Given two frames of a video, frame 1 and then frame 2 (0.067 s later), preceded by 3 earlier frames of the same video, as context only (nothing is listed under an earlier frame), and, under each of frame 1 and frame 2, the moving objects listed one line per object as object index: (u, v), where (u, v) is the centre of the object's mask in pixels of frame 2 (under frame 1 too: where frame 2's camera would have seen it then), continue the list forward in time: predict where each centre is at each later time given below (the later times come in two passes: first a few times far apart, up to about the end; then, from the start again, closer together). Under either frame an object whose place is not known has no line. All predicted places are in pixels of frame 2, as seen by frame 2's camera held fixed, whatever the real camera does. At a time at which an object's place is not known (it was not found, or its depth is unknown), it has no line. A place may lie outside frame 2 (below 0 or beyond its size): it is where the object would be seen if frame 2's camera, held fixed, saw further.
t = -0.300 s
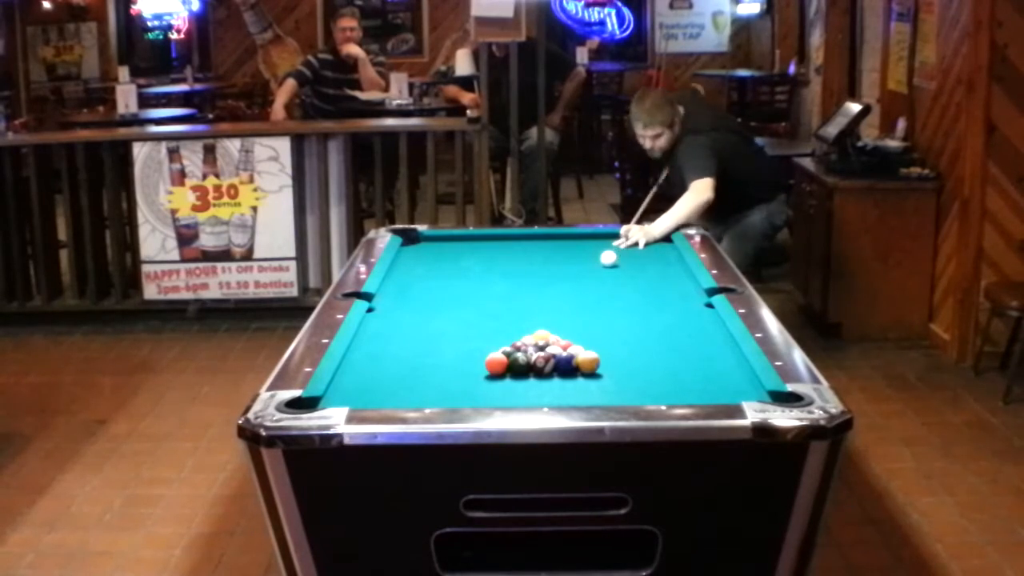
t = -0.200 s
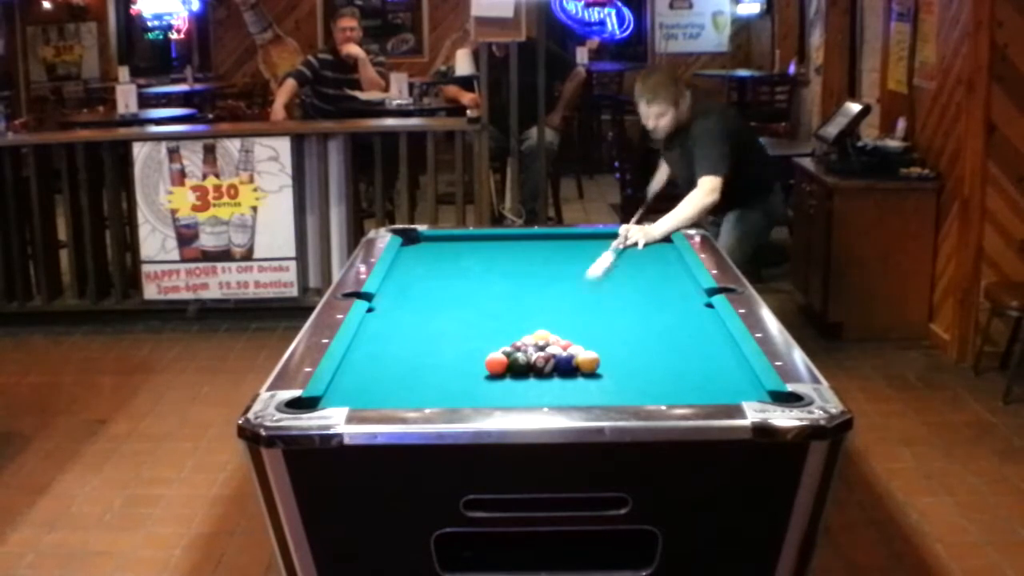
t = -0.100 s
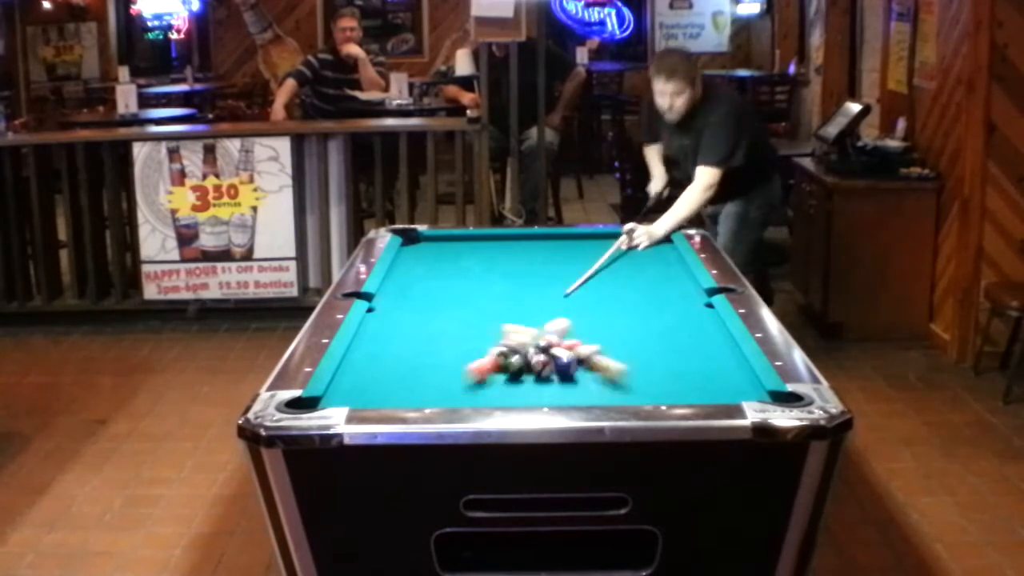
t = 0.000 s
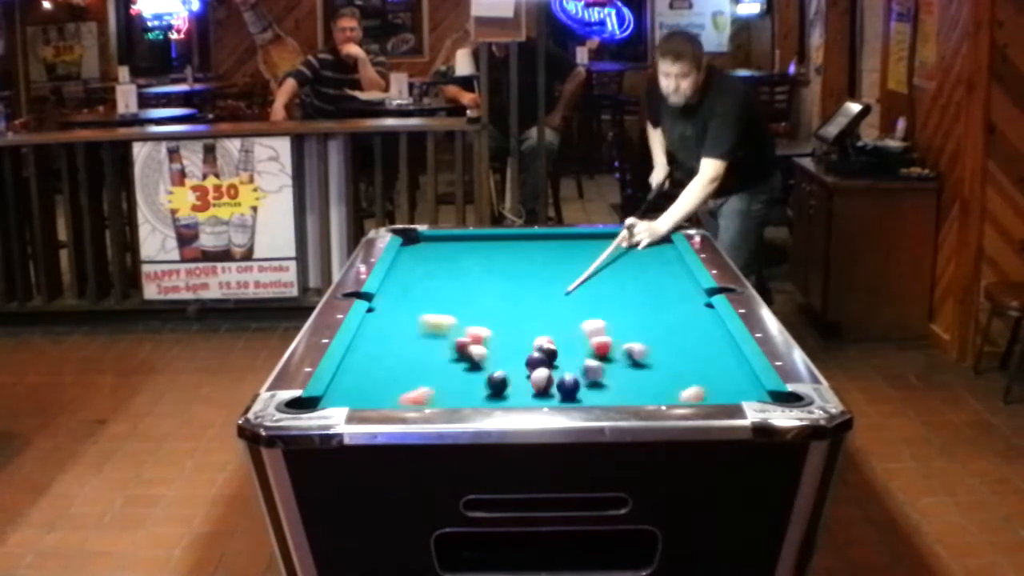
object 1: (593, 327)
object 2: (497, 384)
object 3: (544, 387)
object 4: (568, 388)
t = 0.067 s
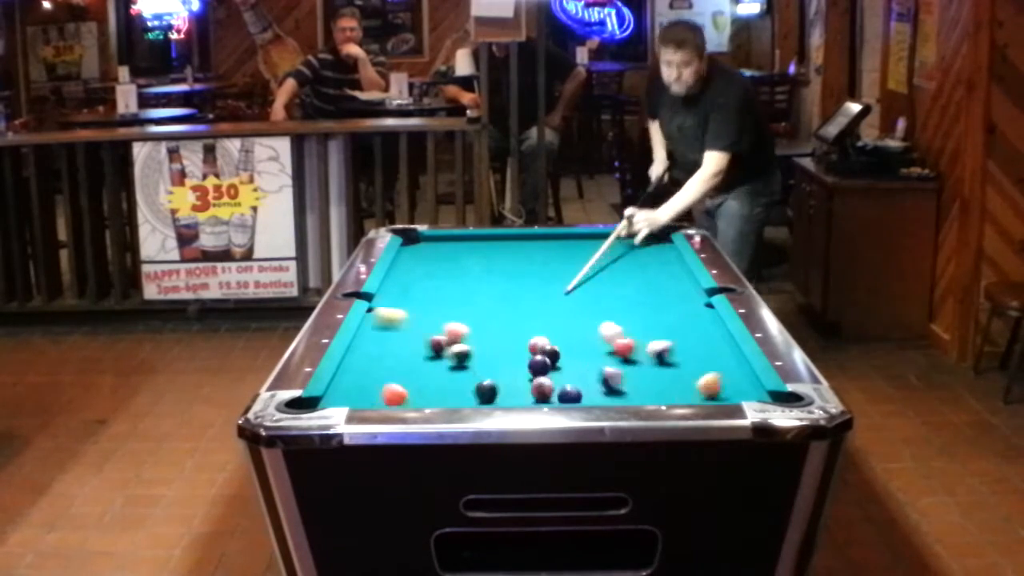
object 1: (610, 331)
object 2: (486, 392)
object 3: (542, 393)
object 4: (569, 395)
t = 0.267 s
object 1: (649, 337)
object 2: (465, 395)
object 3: (545, 397)
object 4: (575, 390)
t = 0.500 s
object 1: (689, 336)
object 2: (453, 383)
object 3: (546, 390)
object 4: (581, 373)
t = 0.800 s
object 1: (706, 324)
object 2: (439, 367)
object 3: (542, 393)
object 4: (611, 360)
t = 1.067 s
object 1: (705, 316)
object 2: (429, 354)
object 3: (540, 393)
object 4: (637, 351)
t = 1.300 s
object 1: (695, 311)
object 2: (420, 344)
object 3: (540, 394)
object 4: (658, 343)
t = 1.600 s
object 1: (684, 304)
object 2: (411, 334)
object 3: (540, 393)
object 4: (681, 335)
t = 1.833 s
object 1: (677, 300)
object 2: (404, 326)
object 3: (540, 393)
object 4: (696, 330)
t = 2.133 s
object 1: (669, 295)
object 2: (397, 318)
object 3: (540, 393)
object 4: (708, 327)
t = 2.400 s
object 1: (663, 292)
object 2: (391, 312)
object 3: (540, 393)
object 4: (714, 326)
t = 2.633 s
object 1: (659, 289)
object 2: (387, 306)
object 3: (540, 393)
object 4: (711, 325)
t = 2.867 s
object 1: (656, 287)
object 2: (384, 302)
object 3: (540, 393)
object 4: (709, 324)
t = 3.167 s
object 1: (654, 284)
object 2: (381, 296)
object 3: (540, 393)
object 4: (708, 324)
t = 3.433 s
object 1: (652, 283)
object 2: (391, 296)
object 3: (540, 393)
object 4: (708, 324)
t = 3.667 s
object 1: (652, 282)
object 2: (397, 295)
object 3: (540, 393)
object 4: (708, 324)
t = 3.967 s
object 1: (652, 281)
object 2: (401, 295)
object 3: (540, 393)
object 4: (708, 325)
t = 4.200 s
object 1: (652, 281)
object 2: (403, 295)
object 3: (540, 393)
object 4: (708, 325)
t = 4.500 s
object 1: (653, 282)
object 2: (403, 295)
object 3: (540, 393)
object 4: (708, 325)
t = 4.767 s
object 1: (653, 282)
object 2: (403, 295)
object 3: (540, 393)
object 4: (708, 324)
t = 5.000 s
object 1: (653, 282)
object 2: (403, 295)
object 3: (540, 393)
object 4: (708, 325)
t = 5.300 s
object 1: (653, 281)
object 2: (403, 295)
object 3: (540, 393)
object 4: (708, 324)
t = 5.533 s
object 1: (653, 282)
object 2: (403, 294)
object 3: (540, 393)
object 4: (708, 325)
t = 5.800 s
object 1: (653, 282)
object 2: (403, 295)
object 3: (540, 393)
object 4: (708, 324)
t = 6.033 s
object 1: (653, 282)
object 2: (403, 294)
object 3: (540, 393)
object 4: (708, 325)
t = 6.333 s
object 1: (653, 282)
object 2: (403, 294)
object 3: (540, 393)
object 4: (708, 324)
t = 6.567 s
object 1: (653, 282)
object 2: (403, 294)
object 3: (540, 393)
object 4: (708, 325)
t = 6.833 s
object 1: (653, 282)
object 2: (403, 295)
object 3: (540, 393)
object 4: (708, 325)
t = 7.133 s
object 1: (653, 282)
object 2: (403, 295)
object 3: (540, 393)
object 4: (708, 325)
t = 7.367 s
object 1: (653, 282)
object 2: (403, 295)
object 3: (540, 393)
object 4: (708, 324)
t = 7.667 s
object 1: (653, 282)
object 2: (403, 295)
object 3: (540, 393)
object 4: (708, 325)
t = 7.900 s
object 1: (653, 281)
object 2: (403, 295)
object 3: (540, 393)
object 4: (708, 325)
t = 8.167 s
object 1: (653, 282)
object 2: (403, 294)
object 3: (540, 393)
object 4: (708, 325)
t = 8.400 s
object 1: (653, 282)
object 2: (403, 294)
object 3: (540, 393)
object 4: (708, 325)
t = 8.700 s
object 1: (653, 282)
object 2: (403, 294)
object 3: (540, 393)
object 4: (708, 325)
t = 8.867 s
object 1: (653, 282)
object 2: (403, 295)
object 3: (540, 393)
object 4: (708, 325)
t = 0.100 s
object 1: (619, 336)
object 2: (481, 395)
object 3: (542, 395)
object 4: (570, 397)
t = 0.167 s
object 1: (632, 336)
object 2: (471, 399)
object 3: (542, 397)
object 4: (572, 395)
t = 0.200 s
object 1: (638, 336)
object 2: (469, 398)
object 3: (542, 397)
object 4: (573, 393)
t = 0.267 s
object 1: (649, 337)
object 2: (465, 395)
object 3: (545, 397)
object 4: (575, 390)
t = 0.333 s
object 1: (661, 336)
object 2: (461, 393)
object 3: (546, 393)
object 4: (576, 385)
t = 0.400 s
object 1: (672, 336)
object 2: (458, 389)
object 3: (548, 389)
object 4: (578, 379)
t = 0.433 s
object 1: (677, 336)
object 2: (456, 387)
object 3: (547, 390)
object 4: (579, 376)
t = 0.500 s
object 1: (689, 336)
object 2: (453, 383)
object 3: (546, 390)
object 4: (581, 373)
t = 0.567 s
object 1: (694, 333)
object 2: (450, 379)
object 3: (545, 391)
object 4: (585, 369)
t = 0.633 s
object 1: (698, 331)
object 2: (447, 376)
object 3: (544, 391)
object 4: (593, 366)
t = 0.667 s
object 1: (700, 329)
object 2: (445, 374)
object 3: (543, 392)
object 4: (597, 364)
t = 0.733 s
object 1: (703, 327)
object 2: (442, 370)
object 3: (543, 392)
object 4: (604, 362)
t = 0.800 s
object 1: (706, 324)
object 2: (439, 367)
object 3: (542, 393)
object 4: (611, 360)
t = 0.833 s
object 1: (708, 322)
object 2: (438, 365)
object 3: (542, 393)
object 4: (615, 359)
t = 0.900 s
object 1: (711, 320)
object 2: (435, 361)
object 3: (541, 393)
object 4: (621, 356)
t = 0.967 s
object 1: (709, 318)
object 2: (433, 359)
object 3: (541, 393)
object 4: (628, 354)
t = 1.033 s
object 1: (706, 316)
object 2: (430, 356)
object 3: (541, 393)
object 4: (634, 352)
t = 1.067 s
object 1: (705, 316)
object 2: (429, 354)
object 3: (540, 393)
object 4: (637, 351)
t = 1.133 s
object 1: (702, 314)
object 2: (426, 351)
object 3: (540, 393)
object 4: (643, 348)
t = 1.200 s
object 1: (699, 313)
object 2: (424, 349)
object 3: (540, 393)
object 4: (649, 347)
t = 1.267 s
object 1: (696, 312)
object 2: (422, 346)
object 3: (540, 394)
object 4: (655, 344)
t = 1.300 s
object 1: (695, 311)
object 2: (420, 344)
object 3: (540, 394)
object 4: (658, 343)
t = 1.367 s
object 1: (693, 310)
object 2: (418, 342)
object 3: (540, 393)
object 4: (663, 341)
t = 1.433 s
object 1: (690, 308)
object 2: (416, 339)
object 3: (540, 393)
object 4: (668, 340)
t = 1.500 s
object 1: (688, 306)
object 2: (414, 337)
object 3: (540, 393)
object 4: (673, 338)
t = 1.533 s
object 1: (687, 306)
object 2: (413, 336)
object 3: (540, 393)
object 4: (676, 337)
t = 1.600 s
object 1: (684, 304)
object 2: (411, 334)
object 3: (540, 393)
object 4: (681, 335)
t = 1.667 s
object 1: (682, 303)
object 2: (409, 332)
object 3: (540, 393)
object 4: (685, 334)
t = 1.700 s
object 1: (681, 302)
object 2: (408, 330)
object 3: (540, 393)
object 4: (687, 333)
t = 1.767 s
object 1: (679, 301)
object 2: (406, 328)
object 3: (540, 393)
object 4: (693, 331)
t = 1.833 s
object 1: (677, 300)
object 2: (404, 326)
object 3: (540, 393)
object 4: (696, 330)
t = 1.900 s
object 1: (675, 299)
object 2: (403, 324)
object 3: (540, 393)
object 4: (698, 329)
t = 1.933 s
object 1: (674, 298)
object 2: (402, 323)
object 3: (540, 393)
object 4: (700, 329)
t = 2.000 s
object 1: (672, 297)
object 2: (400, 321)
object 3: (540, 393)
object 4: (702, 328)
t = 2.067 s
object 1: (670, 296)
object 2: (399, 319)
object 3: (540, 393)
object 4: (704, 327)
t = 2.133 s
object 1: (669, 295)
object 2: (397, 318)
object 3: (540, 393)
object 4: (708, 327)
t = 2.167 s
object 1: (668, 295)
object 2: (396, 317)
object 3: (540, 393)
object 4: (709, 327)
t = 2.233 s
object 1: (667, 294)
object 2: (395, 315)
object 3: (540, 393)
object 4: (711, 327)
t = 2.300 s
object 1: (665, 293)
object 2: (393, 313)
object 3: (540, 393)
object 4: (713, 326)
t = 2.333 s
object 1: (665, 292)
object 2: (392, 312)
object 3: (540, 393)
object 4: (714, 326)
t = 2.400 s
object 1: (663, 292)
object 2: (391, 312)
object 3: (540, 393)
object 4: (714, 326)
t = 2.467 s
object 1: (662, 291)
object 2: (390, 310)
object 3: (540, 393)
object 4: (713, 325)
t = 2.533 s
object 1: (661, 290)
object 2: (389, 308)
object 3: (540, 393)
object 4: (712, 325)
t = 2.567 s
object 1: (661, 290)
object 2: (388, 308)
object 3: (540, 393)
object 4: (711, 325)
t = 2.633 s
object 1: (659, 289)
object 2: (387, 306)
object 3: (540, 393)
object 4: (711, 325)
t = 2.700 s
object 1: (658, 288)
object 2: (386, 305)
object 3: (540, 393)
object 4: (710, 325)
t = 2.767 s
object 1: (657, 287)
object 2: (385, 303)
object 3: (540, 393)
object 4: (710, 324)
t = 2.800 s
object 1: (657, 287)
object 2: (385, 303)
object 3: (540, 393)
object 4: (709, 324)
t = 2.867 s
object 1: (656, 287)
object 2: (384, 302)
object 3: (540, 393)
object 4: (709, 324)
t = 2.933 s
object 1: (655, 286)
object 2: (383, 300)
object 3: (540, 393)
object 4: (708, 324)
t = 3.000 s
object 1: (655, 285)
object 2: (382, 298)
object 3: (540, 393)
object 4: (708, 324)
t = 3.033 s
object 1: (654, 285)
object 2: (382, 298)
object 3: (540, 393)
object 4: (708, 324)
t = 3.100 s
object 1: (654, 285)
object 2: (381, 297)
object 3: (540, 393)
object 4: (708, 324)
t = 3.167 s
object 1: (654, 284)
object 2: (381, 296)
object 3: (540, 393)
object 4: (708, 324)
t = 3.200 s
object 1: (654, 284)
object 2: (382, 296)
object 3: (540, 393)
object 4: (708, 324)
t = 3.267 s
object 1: (653, 284)
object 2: (385, 296)
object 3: (540, 393)
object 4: (708, 324)
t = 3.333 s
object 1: (653, 283)
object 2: (388, 296)
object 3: (540, 393)
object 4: (708, 324)
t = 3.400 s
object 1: (652, 283)
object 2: (390, 296)
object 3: (540, 393)
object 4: (708, 324)
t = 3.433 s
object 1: (652, 283)
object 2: (391, 296)
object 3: (540, 393)
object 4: (708, 324)
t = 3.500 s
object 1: (652, 282)
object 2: (392, 296)
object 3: (540, 393)
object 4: (708, 324)
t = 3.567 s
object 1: (652, 282)
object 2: (394, 296)
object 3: (540, 393)
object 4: (708, 324)
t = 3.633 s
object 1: (652, 282)
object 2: (396, 295)
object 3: (540, 393)
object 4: (708, 324)
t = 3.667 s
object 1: (652, 282)
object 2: (397, 295)
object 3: (540, 393)
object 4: (708, 324)
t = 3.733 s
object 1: (652, 281)
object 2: (398, 295)
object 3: (540, 393)
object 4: (708, 324)
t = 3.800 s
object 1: (652, 281)
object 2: (399, 295)
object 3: (540, 393)
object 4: (708, 324)
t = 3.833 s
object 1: (652, 281)
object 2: (400, 294)
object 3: (540, 393)
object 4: (708, 324)
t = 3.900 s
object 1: (652, 281)
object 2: (400, 295)
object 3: (540, 393)
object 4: (708, 324)
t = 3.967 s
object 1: (652, 281)
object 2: (401, 295)
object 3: (540, 393)
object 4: (708, 325)
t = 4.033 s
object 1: (652, 281)
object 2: (402, 294)
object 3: (540, 393)
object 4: (708, 325)
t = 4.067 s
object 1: (652, 281)
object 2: (402, 295)
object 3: (540, 393)
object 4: (708, 325)
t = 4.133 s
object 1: (652, 281)
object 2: (403, 295)
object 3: (540, 393)
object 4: (708, 324)
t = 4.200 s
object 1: (652, 281)
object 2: (403, 295)
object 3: (540, 393)
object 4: (708, 325)
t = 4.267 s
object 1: (652, 281)
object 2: (403, 294)
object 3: (540, 393)
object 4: (708, 325)
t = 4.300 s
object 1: (652, 281)
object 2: (403, 294)
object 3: (540, 393)
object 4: (708, 324)
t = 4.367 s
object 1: (653, 282)
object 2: (403, 295)
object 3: (540, 393)
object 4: (708, 325)
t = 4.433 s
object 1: (653, 282)
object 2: (403, 295)
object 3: (540, 393)
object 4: (708, 324)
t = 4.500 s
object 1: (653, 282)
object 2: (403, 295)
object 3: (540, 393)
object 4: (708, 325)
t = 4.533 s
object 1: (653, 282)
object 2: (403, 295)
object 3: (540, 393)
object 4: (708, 325)
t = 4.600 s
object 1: (653, 282)
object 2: (403, 295)
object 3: (540, 393)
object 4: (708, 324)
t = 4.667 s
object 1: (653, 282)
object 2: (403, 295)
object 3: (540, 393)
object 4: (708, 325)
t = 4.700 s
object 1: (653, 282)
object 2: (403, 295)
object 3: (540, 393)
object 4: (708, 325)
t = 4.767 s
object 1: (653, 282)
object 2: (403, 295)
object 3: (540, 393)
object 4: (708, 324)
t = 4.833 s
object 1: (653, 282)
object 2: (403, 295)
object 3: (540, 393)
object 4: (708, 324)
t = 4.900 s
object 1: (653, 282)
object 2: (403, 295)
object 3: (540, 393)
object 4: (708, 324)
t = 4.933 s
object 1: (653, 282)
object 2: (403, 294)
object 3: (540, 393)
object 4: (708, 325)
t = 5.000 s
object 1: (653, 282)
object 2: (403, 295)
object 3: (540, 393)
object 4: (708, 325)
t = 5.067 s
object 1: (653, 282)
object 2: (403, 295)
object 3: (540, 393)
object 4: (708, 325)
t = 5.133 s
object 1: (653, 282)
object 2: (403, 295)
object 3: (540, 393)
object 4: (708, 325)
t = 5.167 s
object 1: (653, 282)
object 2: (403, 295)
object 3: (540, 393)
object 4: (708, 325)
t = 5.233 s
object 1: (653, 282)
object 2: (403, 295)
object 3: (540, 393)
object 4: (708, 324)
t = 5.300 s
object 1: (653, 281)
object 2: (403, 295)
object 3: (540, 393)
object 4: (708, 324)
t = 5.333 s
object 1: (653, 281)
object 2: (403, 295)
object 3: (540, 393)
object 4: (708, 325)
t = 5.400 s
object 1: (653, 282)
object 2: (403, 294)
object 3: (540, 393)
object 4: (708, 324)
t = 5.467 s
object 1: (653, 282)
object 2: (403, 295)
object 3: (540, 393)
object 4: (708, 324)
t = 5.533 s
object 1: (653, 282)
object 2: (403, 294)
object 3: (540, 393)
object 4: (708, 325)
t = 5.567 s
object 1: (653, 282)
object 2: (403, 294)
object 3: (540, 393)
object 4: (708, 325)
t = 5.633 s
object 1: (653, 282)
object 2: (403, 294)
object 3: (540, 393)
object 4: (708, 325)
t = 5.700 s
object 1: (653, 282)
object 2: (403, 294)
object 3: (540, 393)
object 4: (708, 324)
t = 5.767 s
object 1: (653, 282)
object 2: (403, 295)
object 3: (540, 393)
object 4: (708, 324)
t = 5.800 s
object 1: (653, 282)
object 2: (403, 295)
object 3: (540, 393)
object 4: (708, 324)
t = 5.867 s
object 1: (653, 282)
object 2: (403, 294)
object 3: (540, 393)
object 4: (708, 324)
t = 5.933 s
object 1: (653, 282)
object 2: (403, 295)
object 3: (540, 393)
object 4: (708, 325)
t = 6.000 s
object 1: (653, 282)
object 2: (403, 295)
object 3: (540, 393)
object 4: (708, 325)
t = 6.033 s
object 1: (653, 282)
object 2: (403, 294)
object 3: (540, 393)
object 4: (708, 325)
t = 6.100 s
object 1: (653, 282)
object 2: (403, 294)
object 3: (540, 393)
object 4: (708, 324)
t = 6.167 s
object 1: (653, 282)
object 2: (403, 294)
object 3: (540, 393)
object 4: (708, 325)
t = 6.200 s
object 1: (653, 282)
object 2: (403, 294)
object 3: (540, 393)
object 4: (708, 325)
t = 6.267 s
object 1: (653, 281)
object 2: (403, 294)
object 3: (540, 393)
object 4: (708, 325)
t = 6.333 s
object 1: (653, 282)
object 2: (403, 294)
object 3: (540, 393)
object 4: (708, 324)
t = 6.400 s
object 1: (653, 282)
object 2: (403, 294)
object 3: (540, 393)
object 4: (708, 325)
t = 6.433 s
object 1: (653, 281)
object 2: (403, 294)
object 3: (540, 393)
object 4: (708, 325)
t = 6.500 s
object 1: (653, 282)
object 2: (403, 294)
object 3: (540, 393)
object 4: (708, 325)
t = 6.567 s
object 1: (653, 282)
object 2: (403, 294)
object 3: (540, 393)
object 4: (708, 325)
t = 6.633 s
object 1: (653, 282)
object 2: (403, 295)
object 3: (540, 393)
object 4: (708, 325)
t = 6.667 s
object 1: (653, 282)
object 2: (403, 295)
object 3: (540, 393)
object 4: (708, 325)
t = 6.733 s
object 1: (653, 282)
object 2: (403, 295)
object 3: (540, 393)
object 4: (708, 325)
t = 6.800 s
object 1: (653, 282)
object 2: (403, 295)
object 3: (540, 393)
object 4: (708, 325)
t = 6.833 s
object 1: (653, 282)
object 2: (403, 295)
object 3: (540, 393)
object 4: (708, 325)
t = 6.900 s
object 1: (653, 282)
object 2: (403, 294)
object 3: (540, 393)
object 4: (708, 325)
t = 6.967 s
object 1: (653, 282)
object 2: (403, 295)
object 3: (540, 393)
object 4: (708, 325)
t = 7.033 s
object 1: (653, 282)
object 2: (403, 295)
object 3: (540, 393)
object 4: (708, 325)
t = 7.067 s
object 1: (653, 282)
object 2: (403, 295)
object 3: (540, 393)
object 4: (708, 325)
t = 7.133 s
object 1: (653, 282)
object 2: (403, 295)
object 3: (540, 393)
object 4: (708, 325)
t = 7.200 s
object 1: (653, 282)
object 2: (403, 295)
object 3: (540, 393)
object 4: (708, 325)
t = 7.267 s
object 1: (653, 282)
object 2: (403, 295)
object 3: (540, 393)
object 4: (708, 325)
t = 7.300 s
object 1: (653, 282)
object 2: (403, 295)
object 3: (540, 393)
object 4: (708, 324)
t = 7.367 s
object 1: (653, 282)
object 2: (403, 295)
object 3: (540, 393)
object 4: (708, 324)
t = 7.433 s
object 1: (653, 282)
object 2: (403, 295)
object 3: (540, 393)
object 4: (708, 325)
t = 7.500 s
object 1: (653, 282)
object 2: (403, 295)
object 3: (540, 393)
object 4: (708, 325)
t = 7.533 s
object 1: (653, 282)
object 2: (403, 295)
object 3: (540, 393)
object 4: (708, 325)
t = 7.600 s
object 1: (653, 282)
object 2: (403, 295)
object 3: (540, 393)
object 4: (708, 325)
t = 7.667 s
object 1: (653, 282)
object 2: (403, 295)
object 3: (540, 393)
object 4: (708, 325)
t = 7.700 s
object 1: (653, 282)
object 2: (403, 295)
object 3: (540, 393)
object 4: (708, 325)
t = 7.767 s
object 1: (653, 282)
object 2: (403, 295)
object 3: (540, 393)
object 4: (708, 325)
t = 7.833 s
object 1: (653, 282)
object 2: (403, 295)
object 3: (540, 393)
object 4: (708, 325)
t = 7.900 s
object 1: (653, 281)
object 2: (403, 295)
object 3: (540, 393)
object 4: (708, 325)
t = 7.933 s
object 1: (653, 282)
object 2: (403, 295)
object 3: (540, 393)
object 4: (708, 325)
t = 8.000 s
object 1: (653, 282)
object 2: (403, 295)
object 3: (540, 393)
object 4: (708, 325)
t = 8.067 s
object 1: (653, 282)
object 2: (403, 294)
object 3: (540, 393)
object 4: (708, 325)
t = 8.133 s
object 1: (653, 282)
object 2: (403, 294)
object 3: (540, 393)
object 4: (708, 325)
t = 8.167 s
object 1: (653, 282)
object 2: (403, 294)
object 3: (540, 393)
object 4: (708, 325)
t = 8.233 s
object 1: (653, 282)
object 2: (403, 294)
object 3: (540, 393)
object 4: (708, 325)
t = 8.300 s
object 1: (653, 282)
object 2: (403, 294)
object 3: (540, 393)
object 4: (708, 325)
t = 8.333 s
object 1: (653, 282)
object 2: (403, 294)
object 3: (540, 393)
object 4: (708, 325)
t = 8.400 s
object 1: (653, 282)
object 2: (403, 294)
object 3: (540, 393)
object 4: (708, 325)
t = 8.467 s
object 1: (653, 282)
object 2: (403, 294)
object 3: (540, 393)
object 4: (708, 325)
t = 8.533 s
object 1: (653, 282)
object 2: (403, 294)
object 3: (540, 393)
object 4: (708, 325)
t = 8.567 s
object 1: (653, 282)
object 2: (403, 294)
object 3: (540, 393)
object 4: (708, 325)
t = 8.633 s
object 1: (653, 282)
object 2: (403, 294)
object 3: (540, 393)
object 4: (708, 325)
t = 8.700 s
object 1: (653, 282)
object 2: (403, 294)
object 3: (540, 393)
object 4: (708, 325)
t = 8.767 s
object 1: (653, 282)
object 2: (403, 295)
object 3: (540, 393)
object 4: (708, 325)
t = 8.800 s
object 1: (653, 282)
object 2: (403, 295)
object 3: (540, 393)
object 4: (708, 325)
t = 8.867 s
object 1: (653, 282)
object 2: (403, 295)
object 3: (540, 393)
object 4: (708, 325)
